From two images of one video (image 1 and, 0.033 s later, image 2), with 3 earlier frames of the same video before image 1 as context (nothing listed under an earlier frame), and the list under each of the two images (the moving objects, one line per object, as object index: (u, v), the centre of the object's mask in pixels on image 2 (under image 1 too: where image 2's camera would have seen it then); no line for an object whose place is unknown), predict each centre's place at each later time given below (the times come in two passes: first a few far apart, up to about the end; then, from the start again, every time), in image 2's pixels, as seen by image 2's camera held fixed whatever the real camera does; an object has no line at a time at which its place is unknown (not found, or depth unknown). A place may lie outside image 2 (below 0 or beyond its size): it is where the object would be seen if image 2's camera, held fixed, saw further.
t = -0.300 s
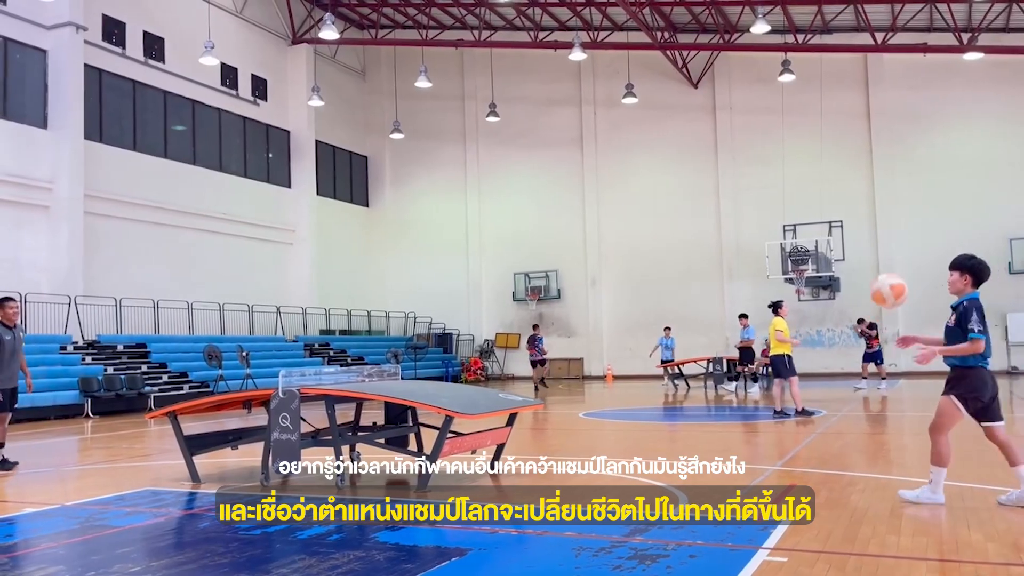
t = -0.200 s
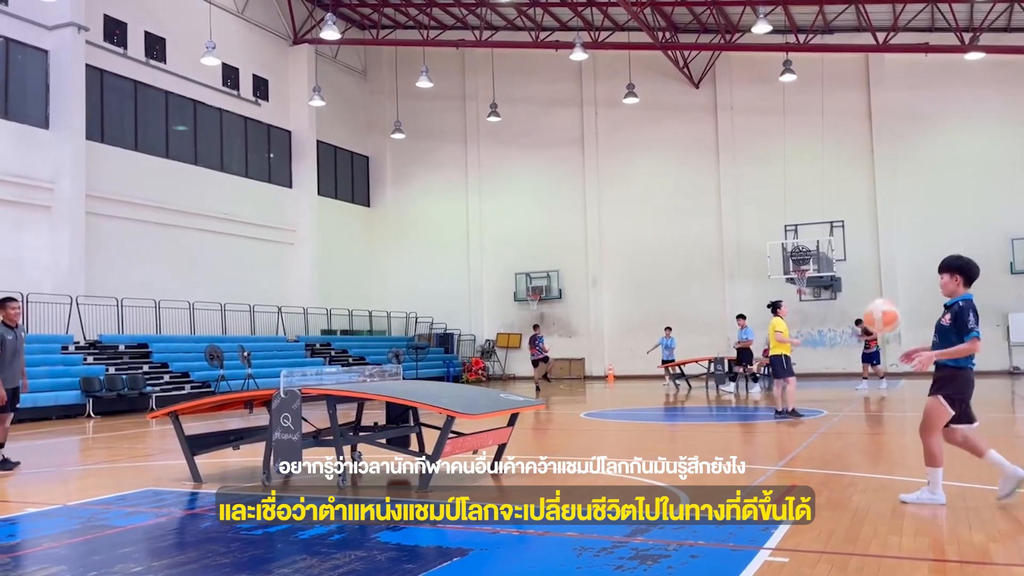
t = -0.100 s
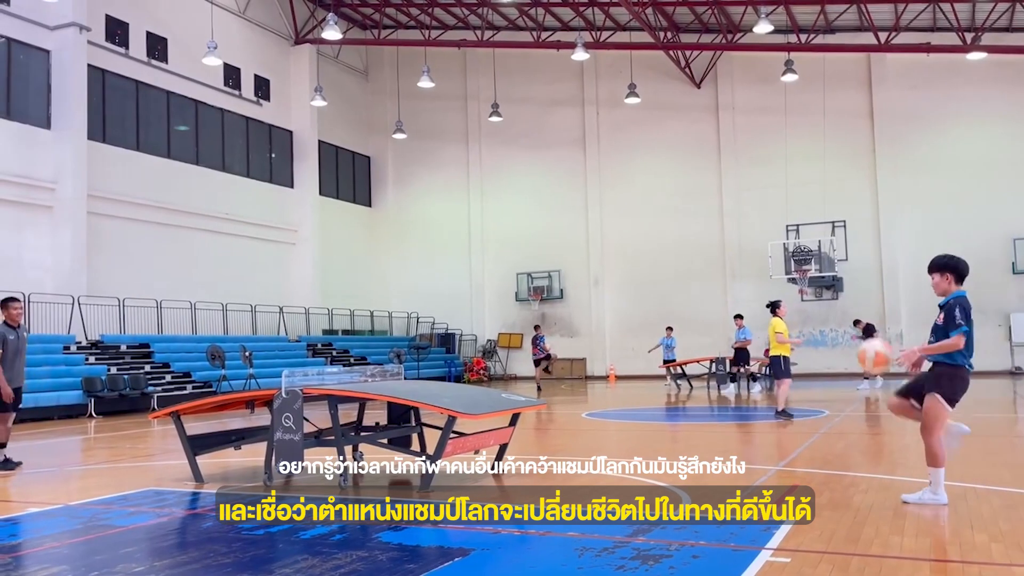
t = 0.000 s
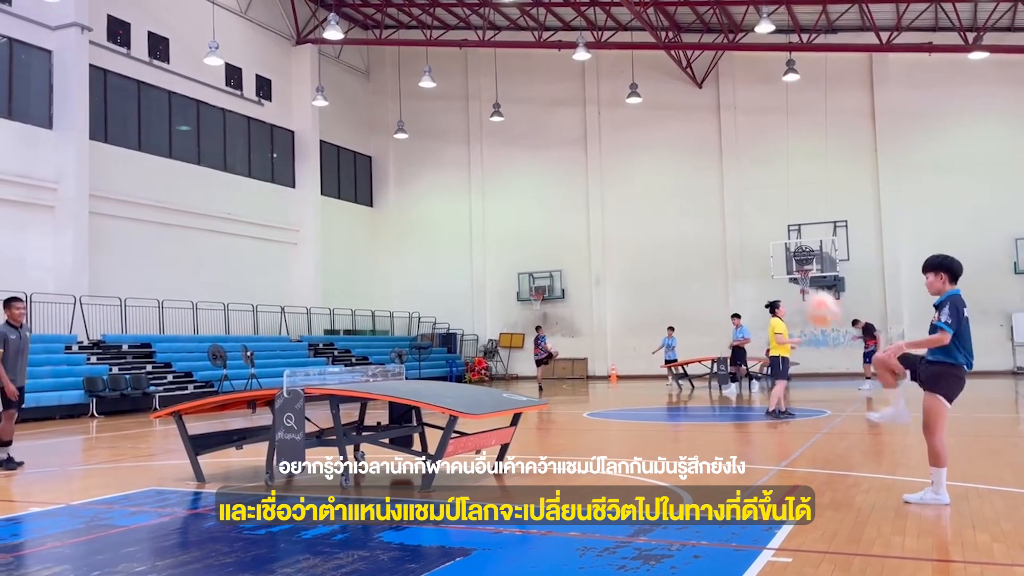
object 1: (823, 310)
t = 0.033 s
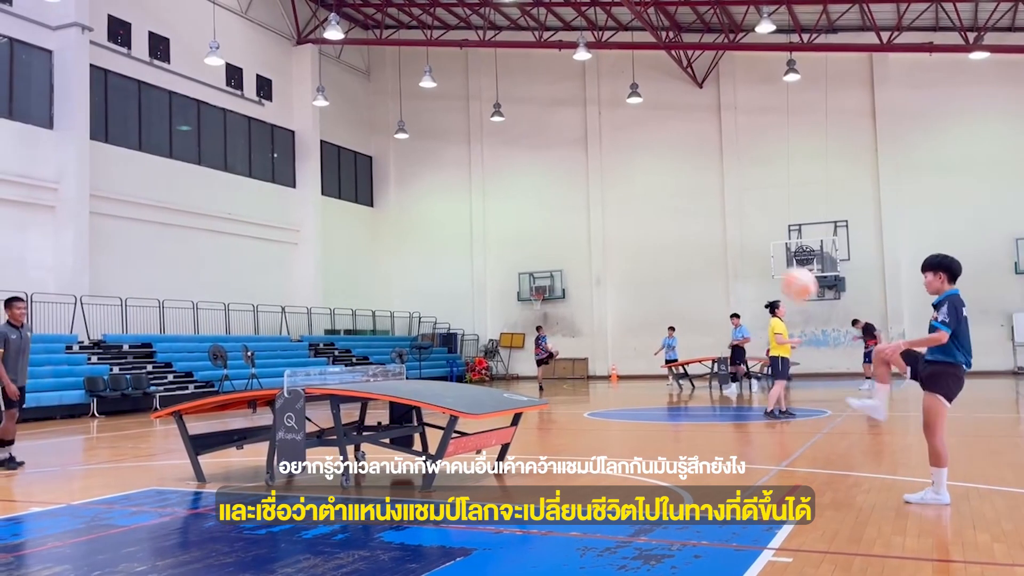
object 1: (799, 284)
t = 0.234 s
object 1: (671, 182)
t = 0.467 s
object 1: (546, 142)
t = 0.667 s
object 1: (456, 163)
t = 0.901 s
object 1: (364, 242)
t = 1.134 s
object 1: (284, 370)
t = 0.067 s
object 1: (775, 262)
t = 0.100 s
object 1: (752, 242)
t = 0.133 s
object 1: (731, 224)
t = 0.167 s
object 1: (709, 208)
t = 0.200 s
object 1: (690, 194)
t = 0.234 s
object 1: (671, 182)
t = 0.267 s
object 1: (650, 170)
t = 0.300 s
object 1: (631, 162)
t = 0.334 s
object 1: (614, 155)
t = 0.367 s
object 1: (596, 150)
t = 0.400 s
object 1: (579, 145)
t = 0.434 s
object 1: (562, 143)
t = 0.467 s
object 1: (546, 142)
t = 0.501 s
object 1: (530, 142)
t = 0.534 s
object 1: (514, 144)
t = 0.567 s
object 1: (499, 147)
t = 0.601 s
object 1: (484, 152)
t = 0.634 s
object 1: (470, 156)
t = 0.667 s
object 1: (456, 163)
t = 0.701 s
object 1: (442, 172)
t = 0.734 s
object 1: (428, 180)
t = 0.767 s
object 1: (415, 190)
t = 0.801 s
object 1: (402, 202)
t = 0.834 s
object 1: (389, 214)
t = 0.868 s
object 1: (377, 228)
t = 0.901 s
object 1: (364, 242)
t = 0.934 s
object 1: (352, 258)
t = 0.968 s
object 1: (341, 275)
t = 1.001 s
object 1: (329, 292)
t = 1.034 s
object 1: (318, 309)
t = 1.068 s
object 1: (307, 330)
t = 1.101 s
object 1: (296, 349)
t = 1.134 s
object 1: (284, 370)
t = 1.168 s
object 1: (272, 375)
